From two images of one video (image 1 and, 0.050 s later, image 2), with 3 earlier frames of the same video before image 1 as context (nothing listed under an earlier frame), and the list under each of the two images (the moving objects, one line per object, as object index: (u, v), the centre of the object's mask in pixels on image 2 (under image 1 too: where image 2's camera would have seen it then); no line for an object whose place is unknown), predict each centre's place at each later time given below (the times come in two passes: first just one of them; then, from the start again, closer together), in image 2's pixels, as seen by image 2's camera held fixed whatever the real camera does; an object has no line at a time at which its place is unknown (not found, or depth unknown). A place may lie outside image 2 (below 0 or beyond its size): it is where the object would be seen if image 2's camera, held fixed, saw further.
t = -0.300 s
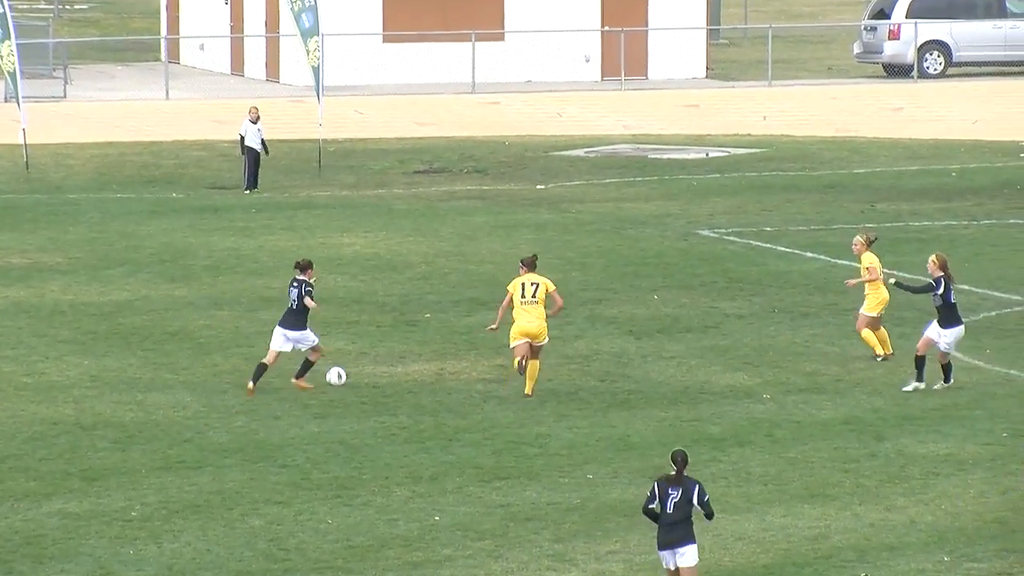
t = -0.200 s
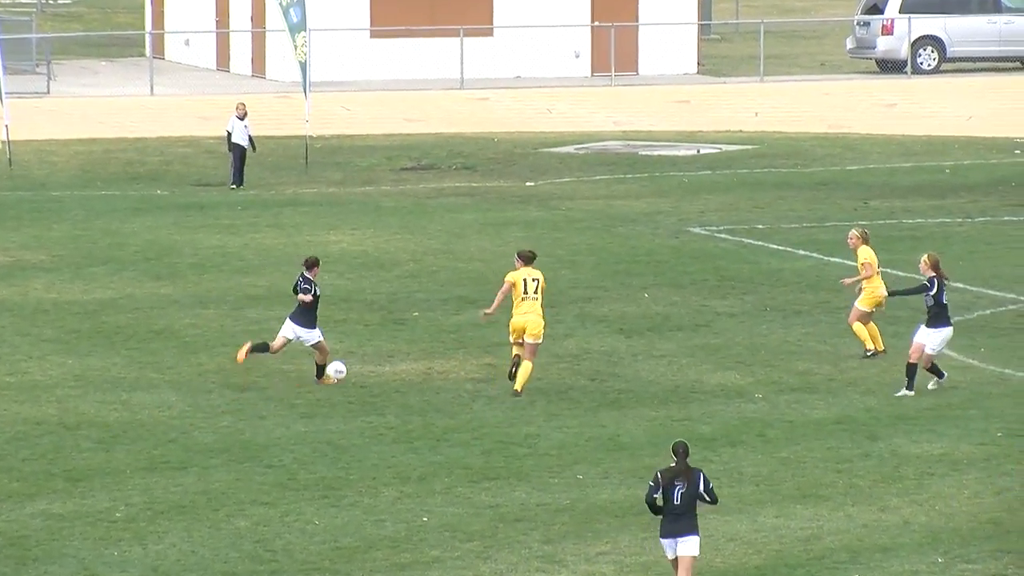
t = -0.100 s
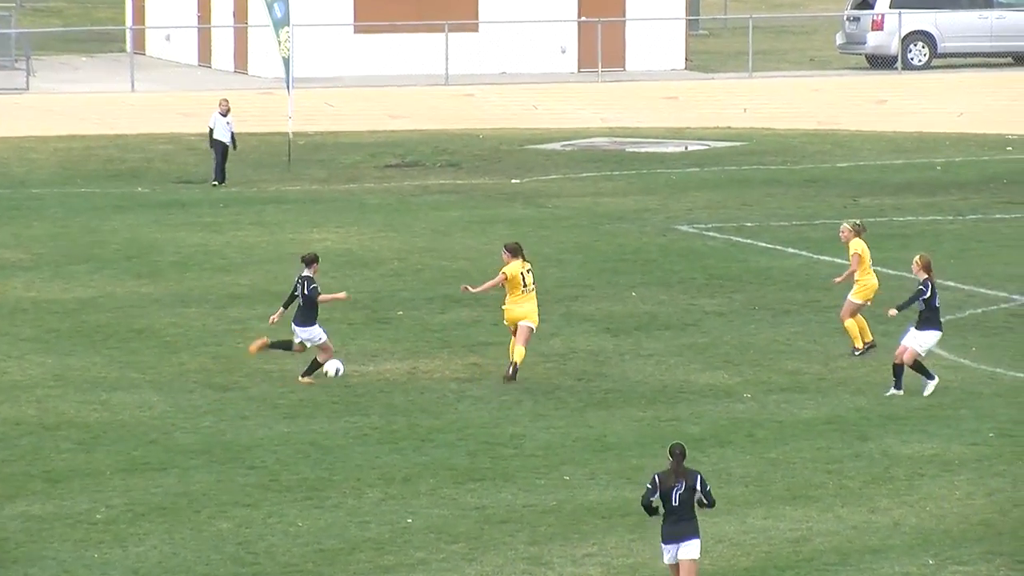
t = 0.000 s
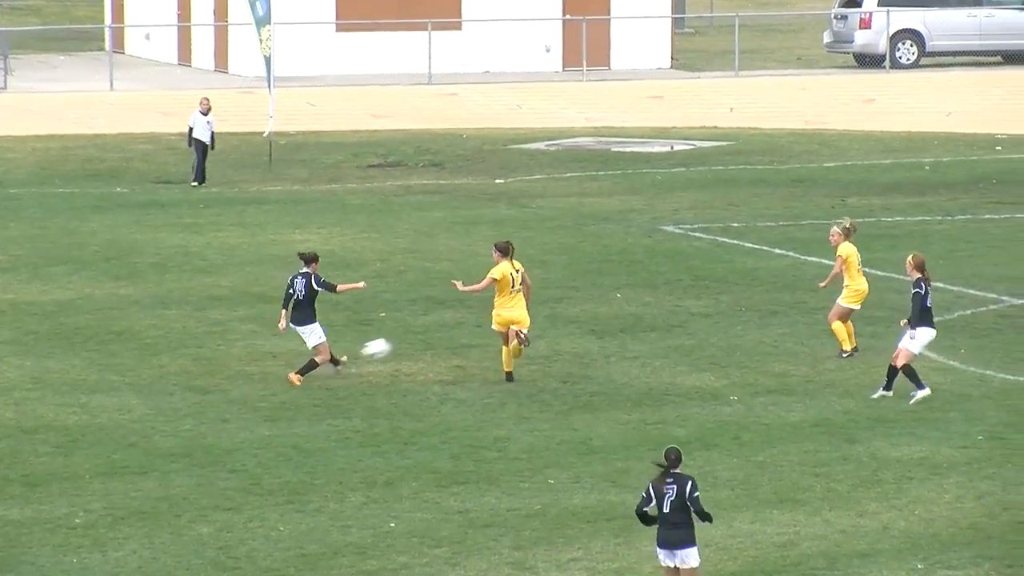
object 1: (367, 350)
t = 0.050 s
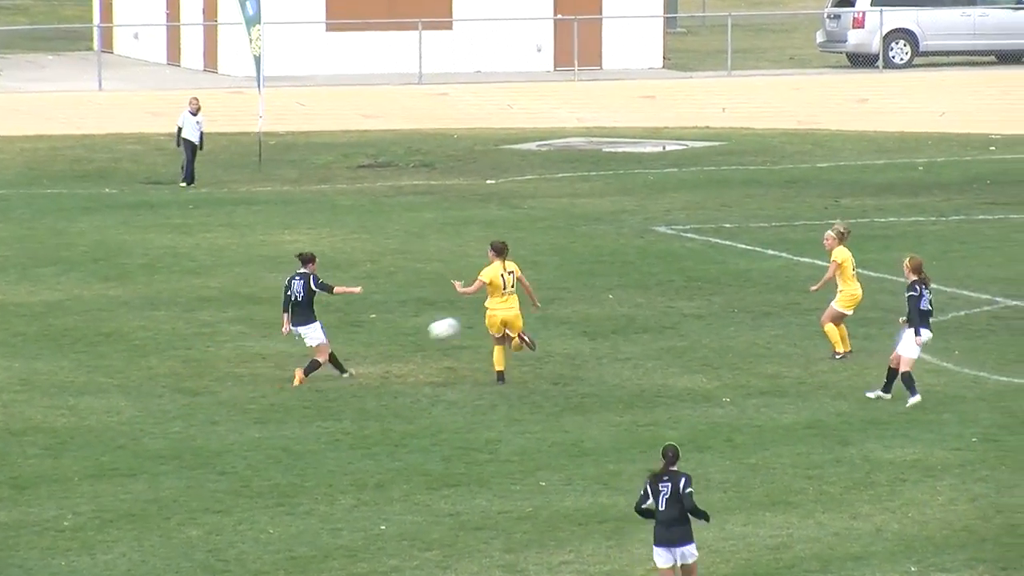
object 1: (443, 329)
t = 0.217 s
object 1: (689, 268)
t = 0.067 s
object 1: (468, 321)
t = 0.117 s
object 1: (542, 303)
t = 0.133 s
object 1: (571, 295)
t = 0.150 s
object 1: (592, 289)
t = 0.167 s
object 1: (616, 285)
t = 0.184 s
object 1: (640, 279)
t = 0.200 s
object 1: (665, 273)
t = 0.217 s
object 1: (689, 268)
